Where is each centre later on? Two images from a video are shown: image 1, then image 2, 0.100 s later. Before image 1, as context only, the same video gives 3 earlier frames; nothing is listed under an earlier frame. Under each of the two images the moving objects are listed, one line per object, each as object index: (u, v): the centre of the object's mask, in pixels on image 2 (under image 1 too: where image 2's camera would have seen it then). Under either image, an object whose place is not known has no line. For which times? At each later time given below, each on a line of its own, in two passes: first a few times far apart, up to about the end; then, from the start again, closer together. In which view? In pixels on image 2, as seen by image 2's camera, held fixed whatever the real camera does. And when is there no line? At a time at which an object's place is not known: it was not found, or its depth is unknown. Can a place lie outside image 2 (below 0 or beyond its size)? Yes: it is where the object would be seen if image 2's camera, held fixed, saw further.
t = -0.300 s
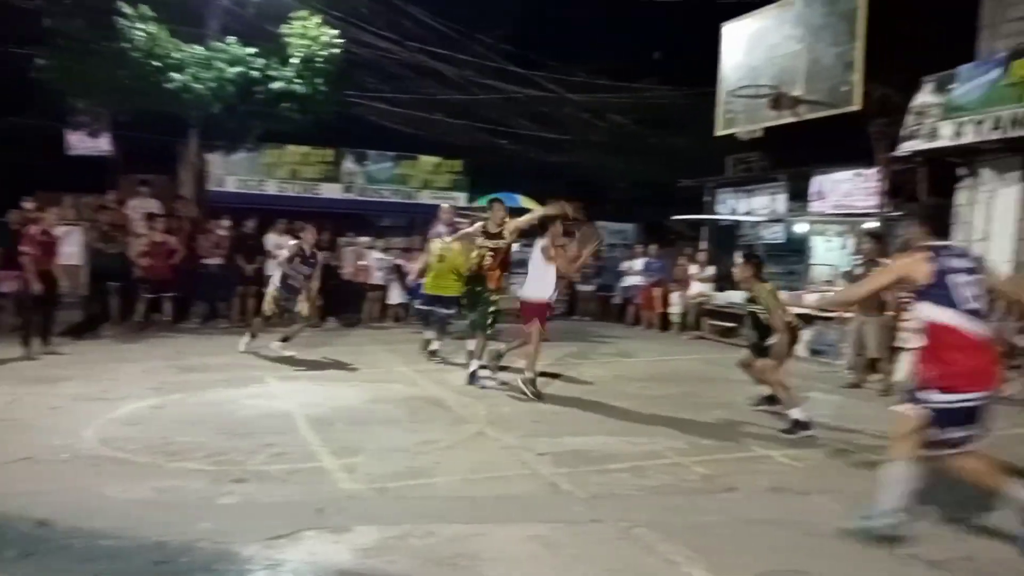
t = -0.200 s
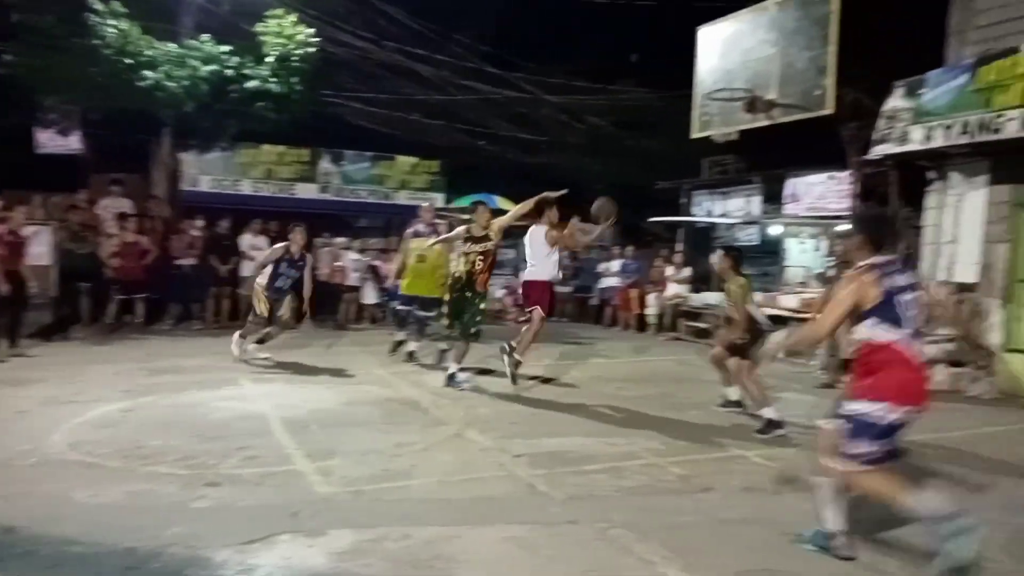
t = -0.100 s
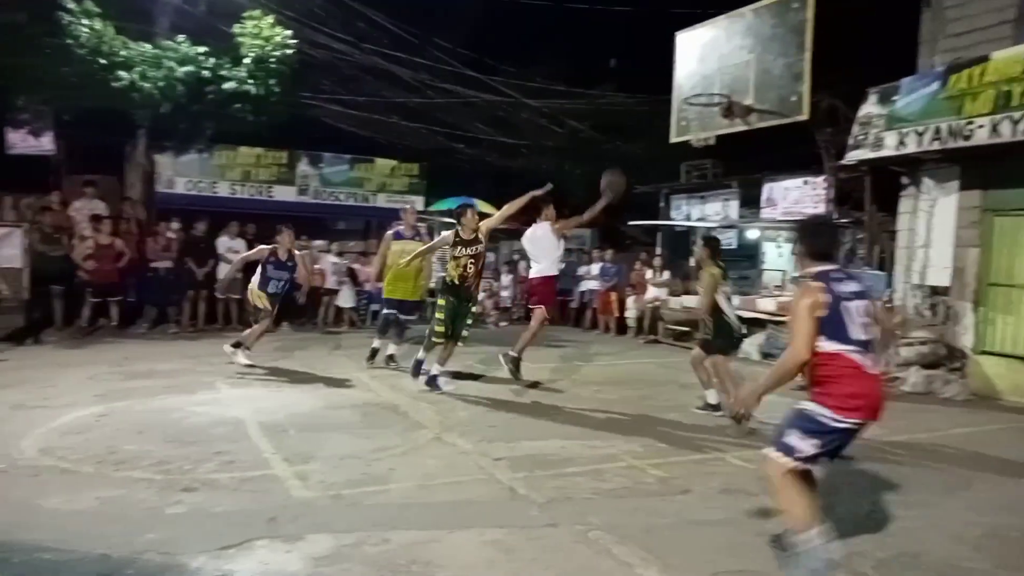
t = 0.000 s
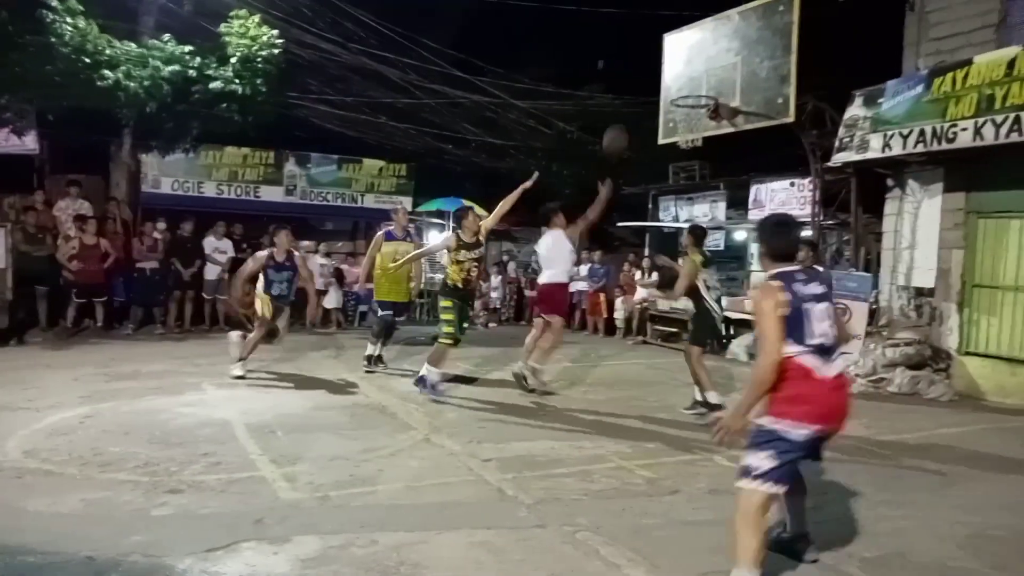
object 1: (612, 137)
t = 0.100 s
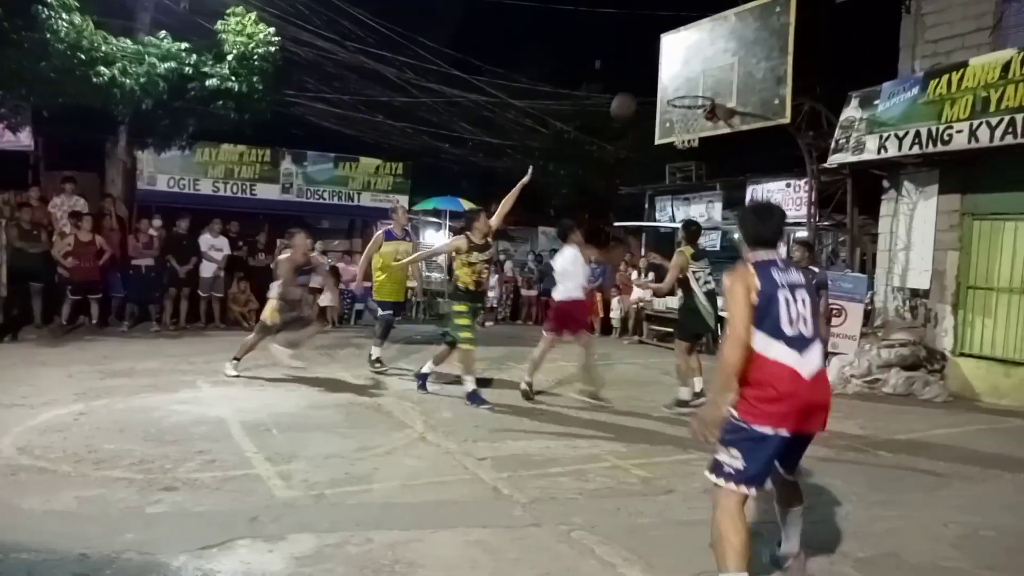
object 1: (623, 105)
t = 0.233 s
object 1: (638, 77)
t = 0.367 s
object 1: (648, 69)
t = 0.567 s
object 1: (667, 87)
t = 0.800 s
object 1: (691, 93)
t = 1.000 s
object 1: (702, 85)
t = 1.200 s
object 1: (691, 89)
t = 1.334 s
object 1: (681, 105)
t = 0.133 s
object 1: (627, 96)
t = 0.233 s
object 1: (638, 77)
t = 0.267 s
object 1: (641, 73)
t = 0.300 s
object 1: (644, 71)
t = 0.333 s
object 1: (646, 69)
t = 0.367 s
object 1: (648, 69)
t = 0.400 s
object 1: (651, 70)
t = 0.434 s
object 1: (654, 71)
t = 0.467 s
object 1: (657, 74)
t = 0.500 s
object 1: (660, 78)
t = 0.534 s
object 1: (663, 83)
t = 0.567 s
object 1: (667, 87)
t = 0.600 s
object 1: (670, 85)
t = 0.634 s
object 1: (674, 84)
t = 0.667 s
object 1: (678, 84)
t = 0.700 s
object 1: (681, 85)
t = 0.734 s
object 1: (685, 86)
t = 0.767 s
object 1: (688, 89)
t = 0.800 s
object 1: (691, 93)
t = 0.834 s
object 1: (693, 91)
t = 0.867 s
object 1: (694, 88)
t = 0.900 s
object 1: (696, 86)
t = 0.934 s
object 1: (698, 85)
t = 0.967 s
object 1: (700, 84)
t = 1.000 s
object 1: (702, 85)
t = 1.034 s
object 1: (703, 87)
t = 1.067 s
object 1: (704, 88)
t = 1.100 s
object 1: (701, 87)
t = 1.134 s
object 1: (698, 87)
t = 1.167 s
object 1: (695, 87)
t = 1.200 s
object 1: (691, 89)
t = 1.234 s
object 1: (688, 91)
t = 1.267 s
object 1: (684, 92)
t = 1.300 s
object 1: (681, 100)
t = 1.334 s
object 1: (681, 105)
